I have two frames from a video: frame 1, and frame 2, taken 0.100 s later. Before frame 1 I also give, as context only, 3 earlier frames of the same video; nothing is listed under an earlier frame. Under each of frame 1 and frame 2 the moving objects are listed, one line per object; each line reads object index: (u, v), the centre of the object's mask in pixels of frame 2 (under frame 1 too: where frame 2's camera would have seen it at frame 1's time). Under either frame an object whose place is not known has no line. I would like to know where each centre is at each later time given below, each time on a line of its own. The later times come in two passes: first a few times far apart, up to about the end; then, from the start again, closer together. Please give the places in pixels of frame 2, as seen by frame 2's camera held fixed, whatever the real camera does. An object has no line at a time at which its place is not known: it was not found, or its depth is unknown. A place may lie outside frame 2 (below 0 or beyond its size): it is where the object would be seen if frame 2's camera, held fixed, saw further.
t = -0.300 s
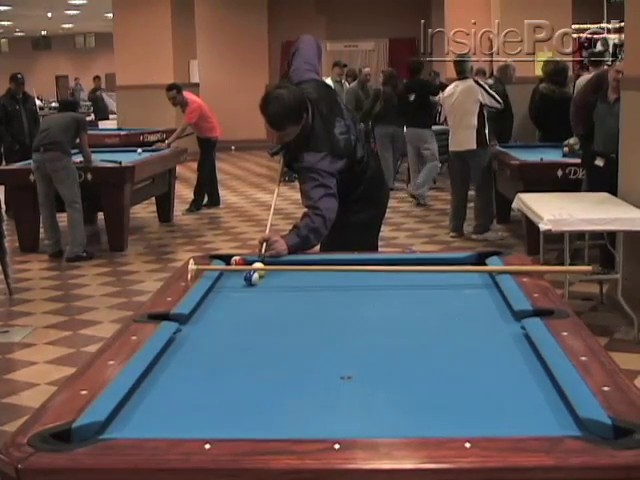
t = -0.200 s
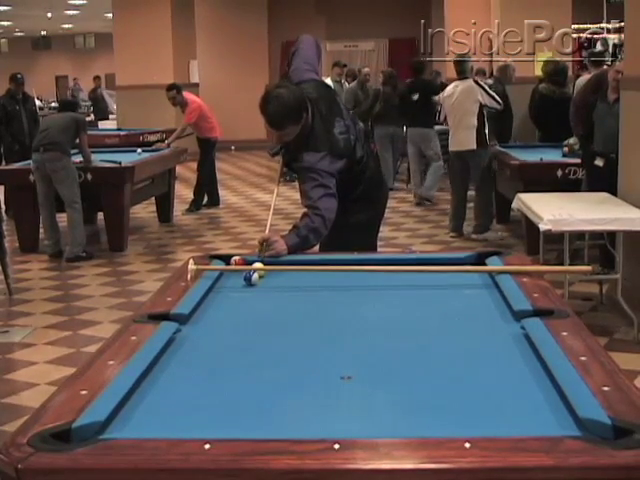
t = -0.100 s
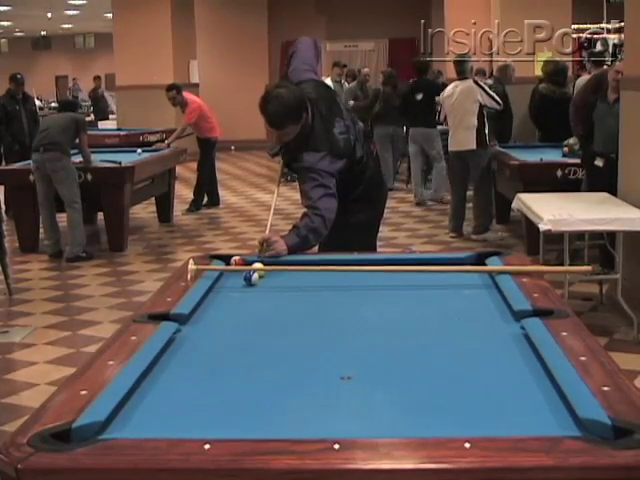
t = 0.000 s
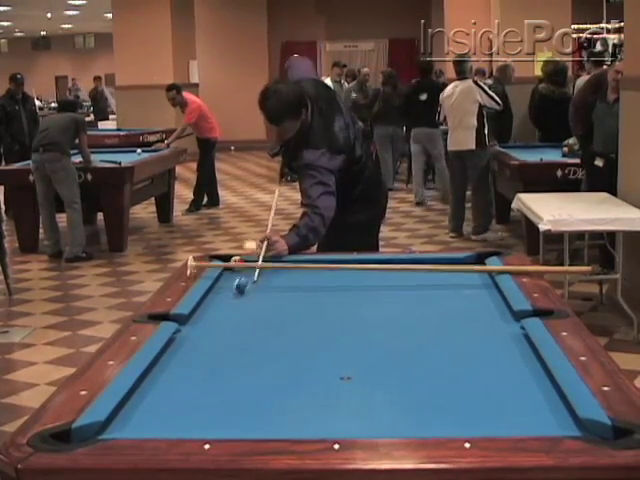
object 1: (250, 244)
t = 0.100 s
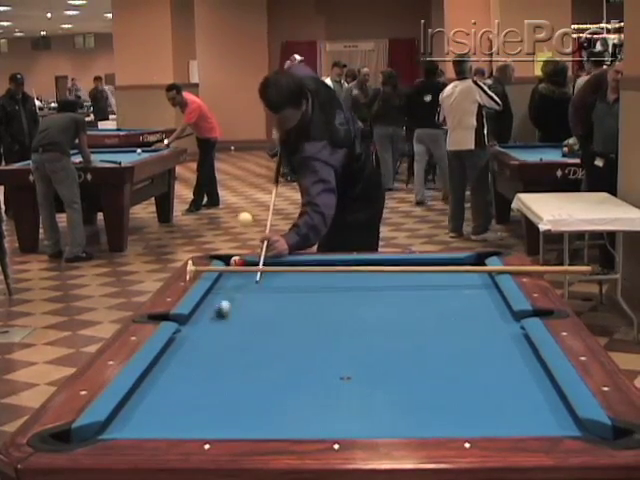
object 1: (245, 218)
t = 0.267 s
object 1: (237, 229)
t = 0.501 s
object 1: (229, 272)
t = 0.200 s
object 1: (240, 216)
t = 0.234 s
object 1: (239, 221)
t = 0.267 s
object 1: (237, 229)
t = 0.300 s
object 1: (236, 241)
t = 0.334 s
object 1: (235, 257)
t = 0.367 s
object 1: (235, 281)
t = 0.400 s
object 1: (233, 291)
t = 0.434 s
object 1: (232, 280)
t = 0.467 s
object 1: (231, 274)
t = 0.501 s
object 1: (229, 272)
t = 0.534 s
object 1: (229, 271)
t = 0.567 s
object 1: (228, 273)
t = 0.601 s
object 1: (228, 279)
